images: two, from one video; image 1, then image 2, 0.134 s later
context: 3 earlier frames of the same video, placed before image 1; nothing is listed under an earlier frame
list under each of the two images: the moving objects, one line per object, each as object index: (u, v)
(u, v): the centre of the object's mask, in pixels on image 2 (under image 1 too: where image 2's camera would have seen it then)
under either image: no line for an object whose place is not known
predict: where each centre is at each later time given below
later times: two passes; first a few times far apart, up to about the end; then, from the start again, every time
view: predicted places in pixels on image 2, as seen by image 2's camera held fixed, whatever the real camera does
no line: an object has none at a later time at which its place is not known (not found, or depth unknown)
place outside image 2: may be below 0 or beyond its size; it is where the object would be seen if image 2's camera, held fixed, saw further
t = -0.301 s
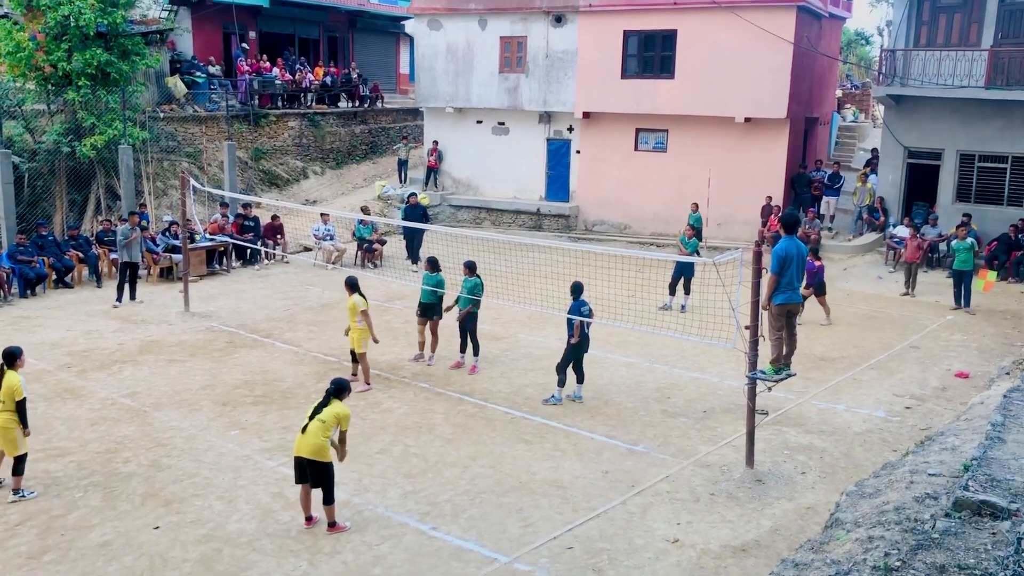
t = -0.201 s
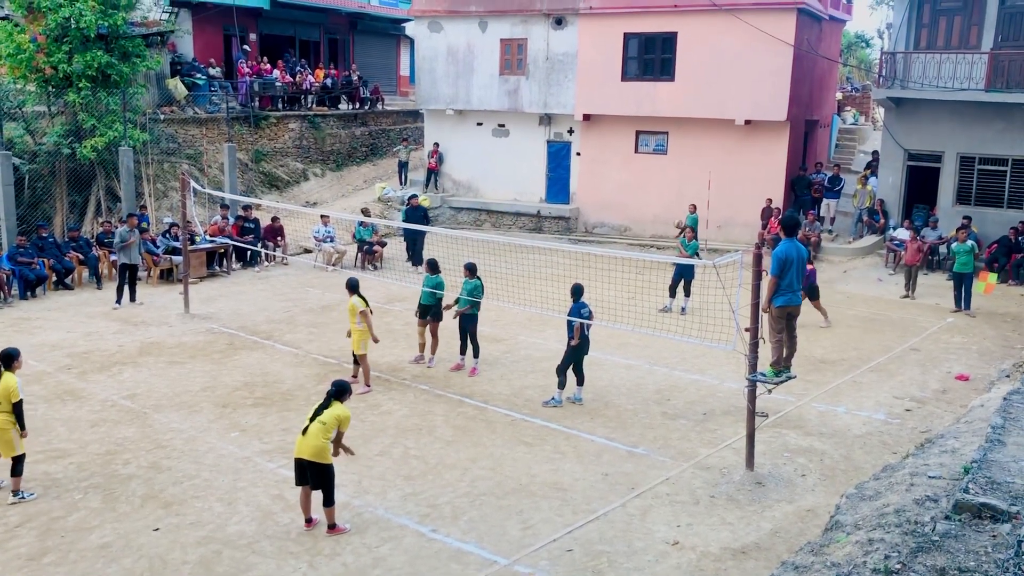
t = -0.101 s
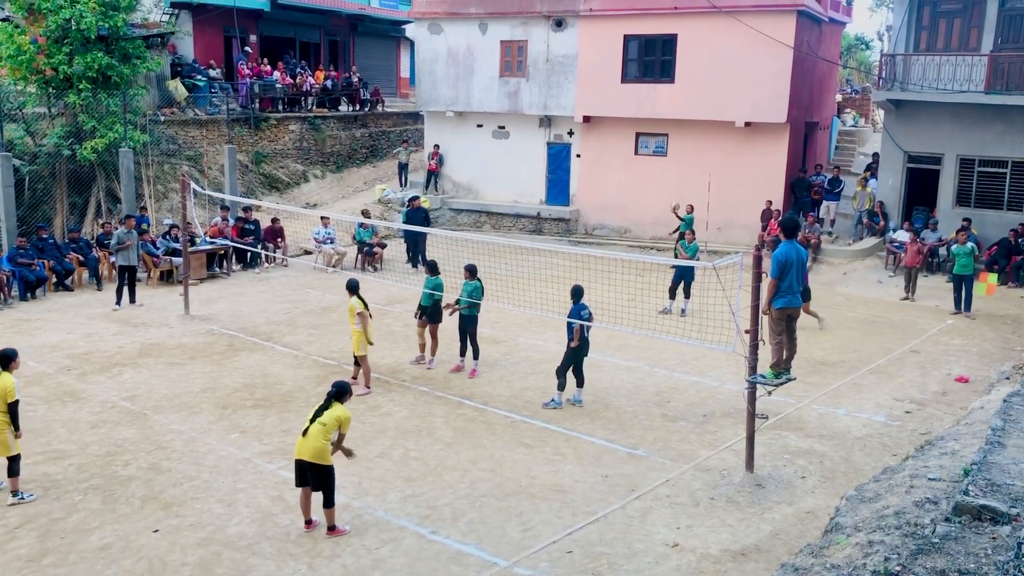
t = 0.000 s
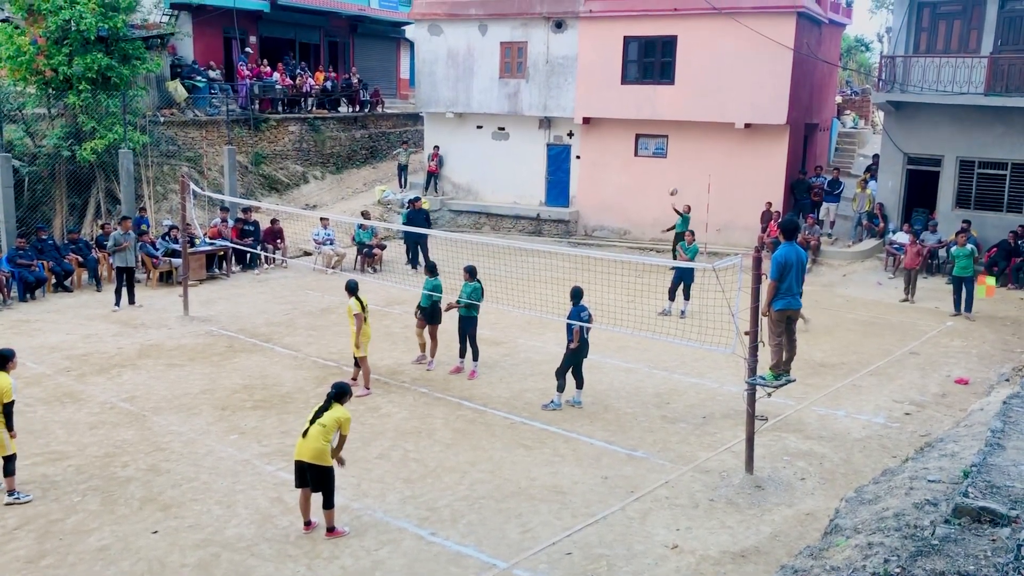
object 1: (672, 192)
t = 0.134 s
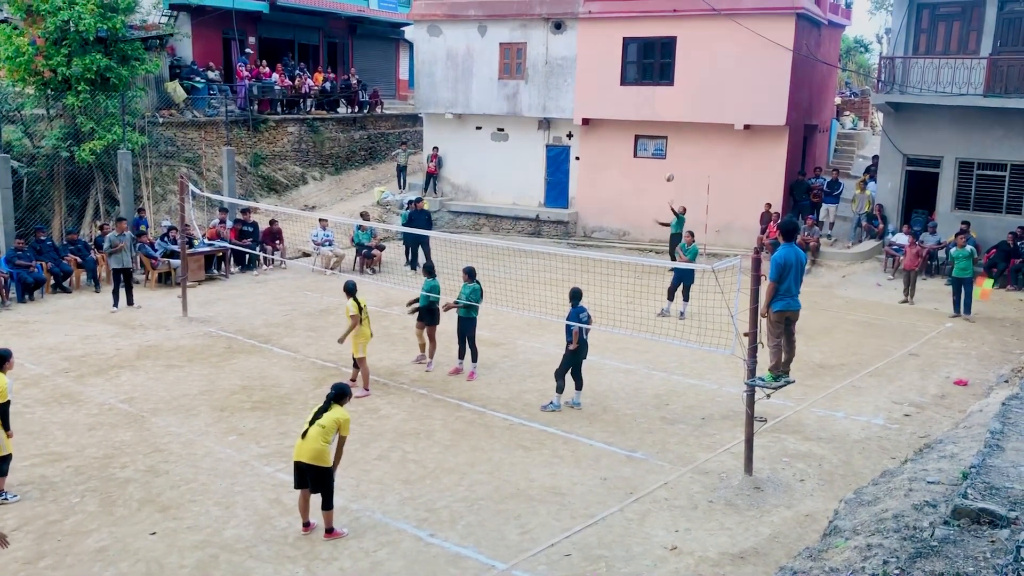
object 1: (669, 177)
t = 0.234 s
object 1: (666, 171)
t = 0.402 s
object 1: (662, 170)
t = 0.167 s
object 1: (668, 174)
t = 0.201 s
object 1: (667, 172)
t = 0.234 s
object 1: (666, 171)
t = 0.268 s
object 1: (665, 170)
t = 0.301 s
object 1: (665, 169)
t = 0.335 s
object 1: (664, 169)
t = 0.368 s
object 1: (663, 170)
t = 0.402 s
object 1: (662, 170)
